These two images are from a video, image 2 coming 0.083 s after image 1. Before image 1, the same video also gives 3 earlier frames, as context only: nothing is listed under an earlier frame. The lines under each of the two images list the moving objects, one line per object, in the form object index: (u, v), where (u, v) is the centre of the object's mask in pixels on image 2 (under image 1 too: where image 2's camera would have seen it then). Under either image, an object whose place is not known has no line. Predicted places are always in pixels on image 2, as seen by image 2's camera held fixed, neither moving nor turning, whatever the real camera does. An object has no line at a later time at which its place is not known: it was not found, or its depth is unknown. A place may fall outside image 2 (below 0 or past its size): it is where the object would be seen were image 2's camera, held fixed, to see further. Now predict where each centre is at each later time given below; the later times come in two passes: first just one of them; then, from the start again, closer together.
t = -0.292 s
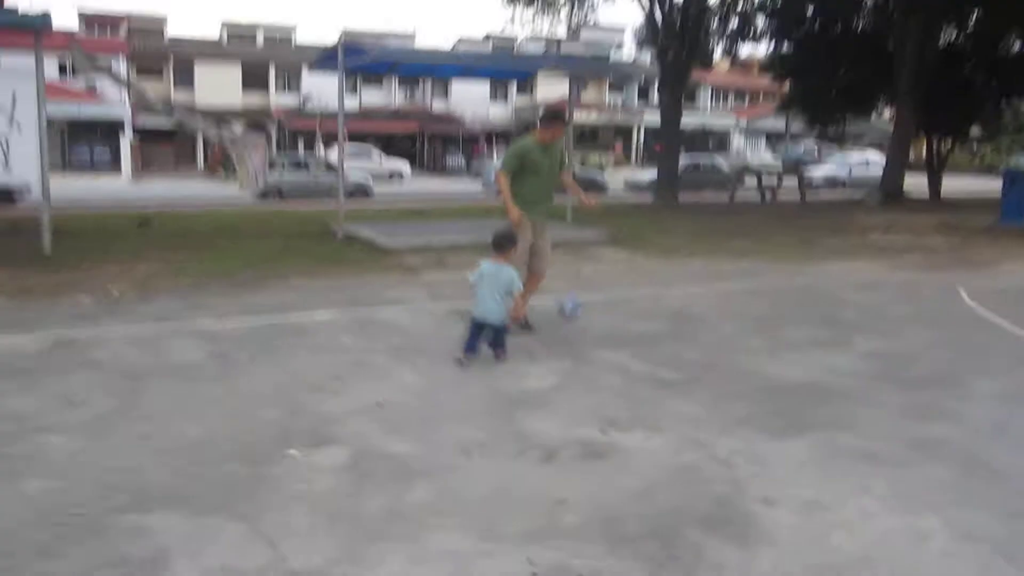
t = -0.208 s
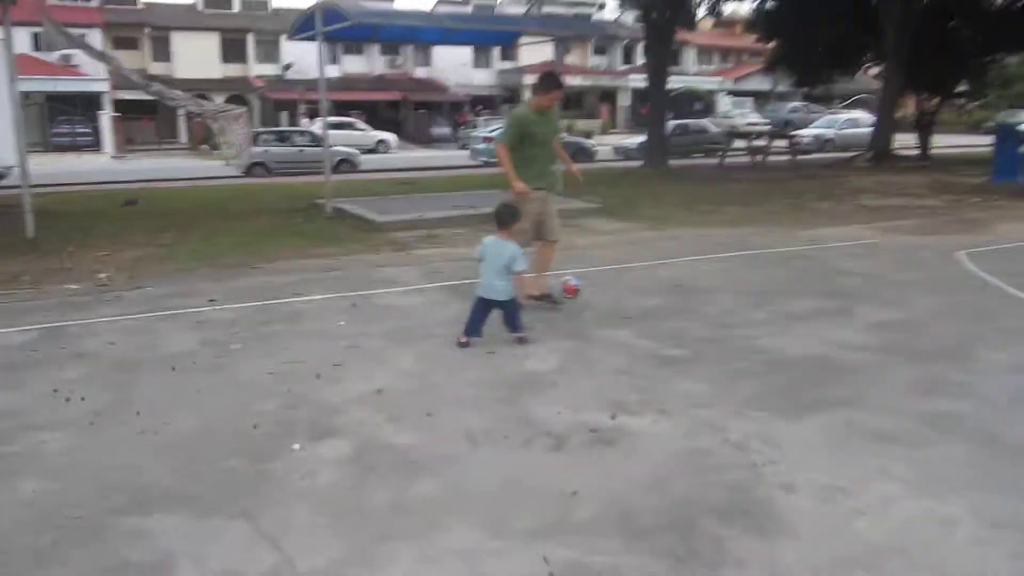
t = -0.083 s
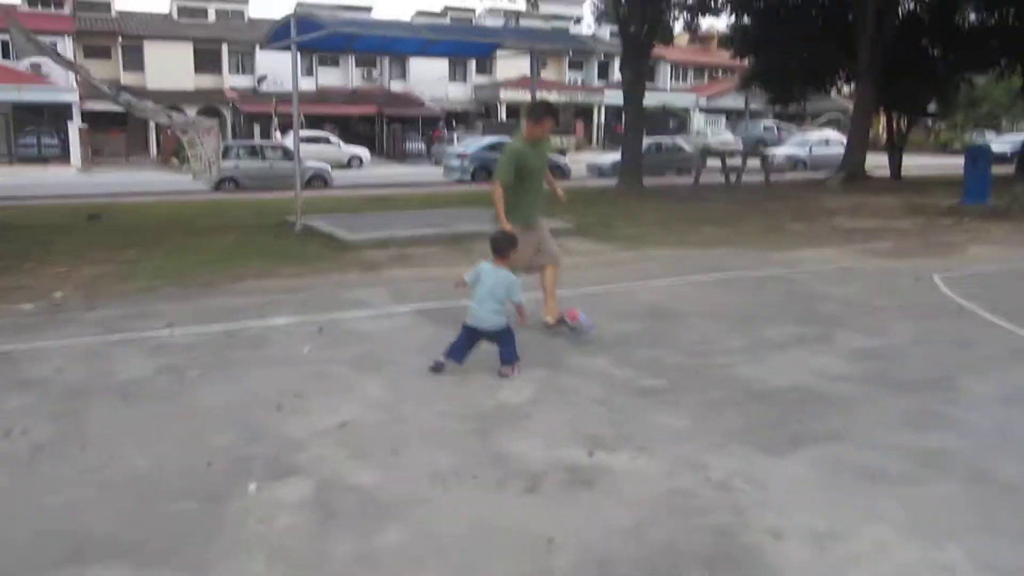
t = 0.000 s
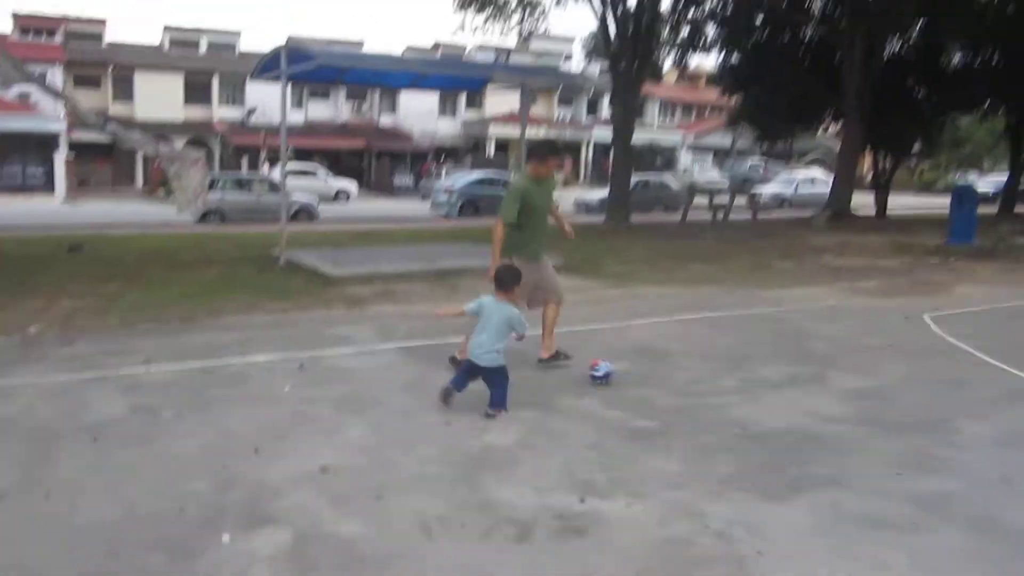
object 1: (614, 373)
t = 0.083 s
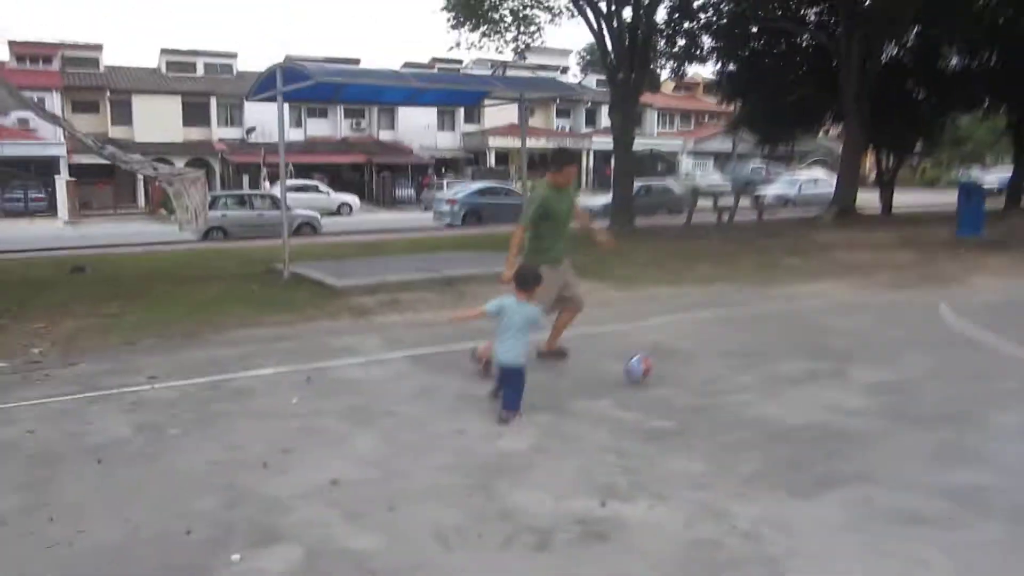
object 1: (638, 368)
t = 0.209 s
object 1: (672, 372)
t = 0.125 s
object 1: (651, 368)
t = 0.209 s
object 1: (672, 372)
